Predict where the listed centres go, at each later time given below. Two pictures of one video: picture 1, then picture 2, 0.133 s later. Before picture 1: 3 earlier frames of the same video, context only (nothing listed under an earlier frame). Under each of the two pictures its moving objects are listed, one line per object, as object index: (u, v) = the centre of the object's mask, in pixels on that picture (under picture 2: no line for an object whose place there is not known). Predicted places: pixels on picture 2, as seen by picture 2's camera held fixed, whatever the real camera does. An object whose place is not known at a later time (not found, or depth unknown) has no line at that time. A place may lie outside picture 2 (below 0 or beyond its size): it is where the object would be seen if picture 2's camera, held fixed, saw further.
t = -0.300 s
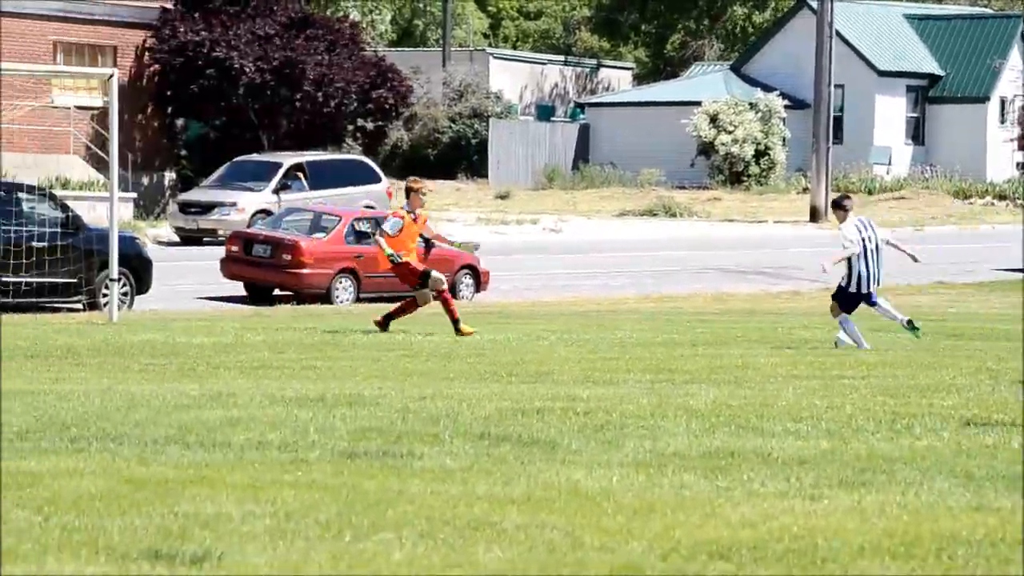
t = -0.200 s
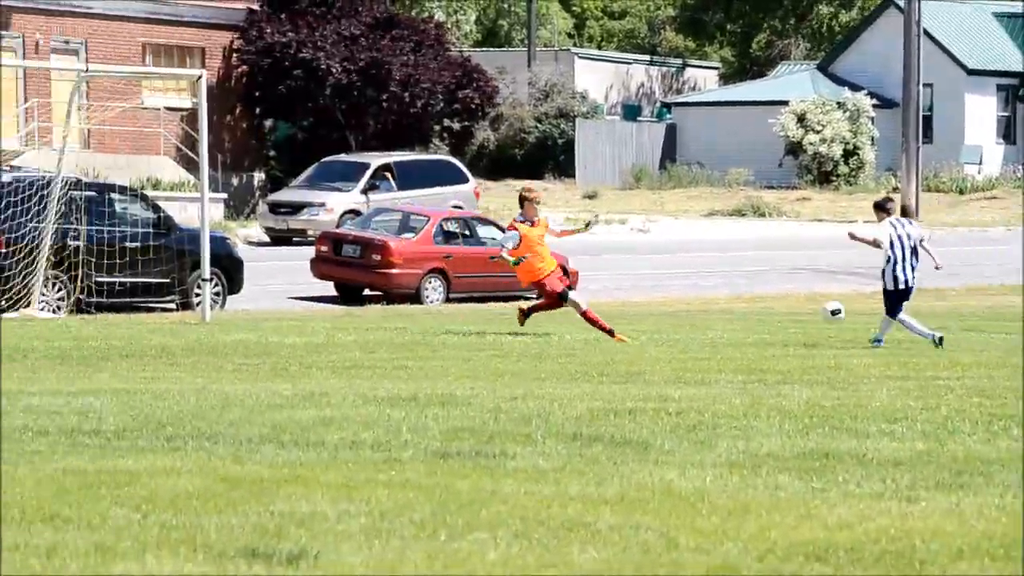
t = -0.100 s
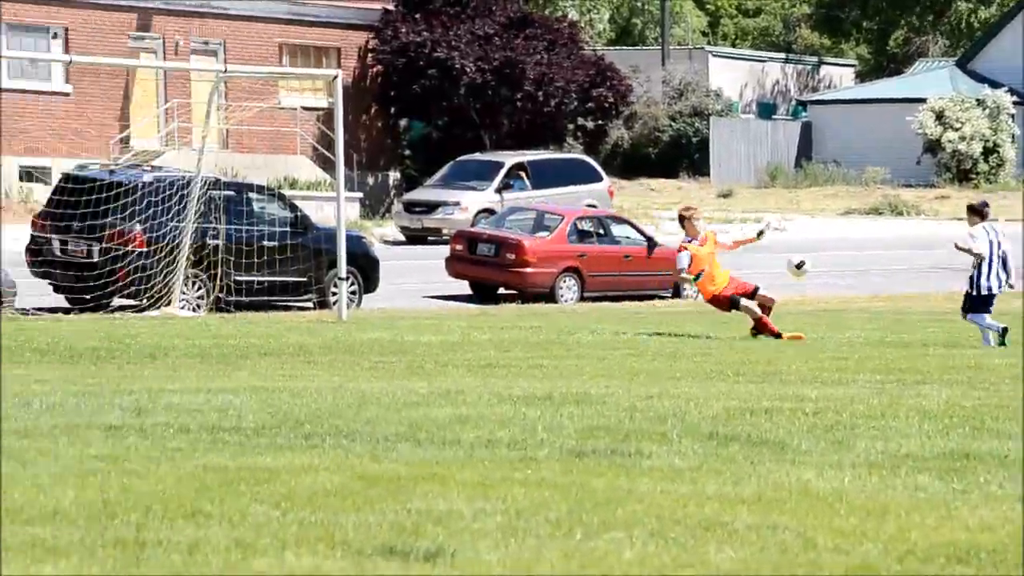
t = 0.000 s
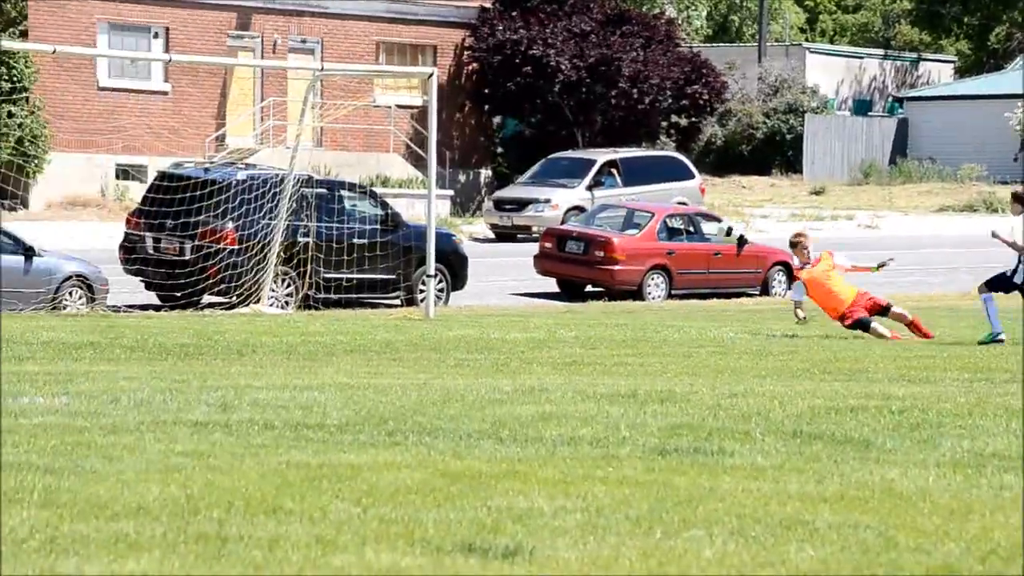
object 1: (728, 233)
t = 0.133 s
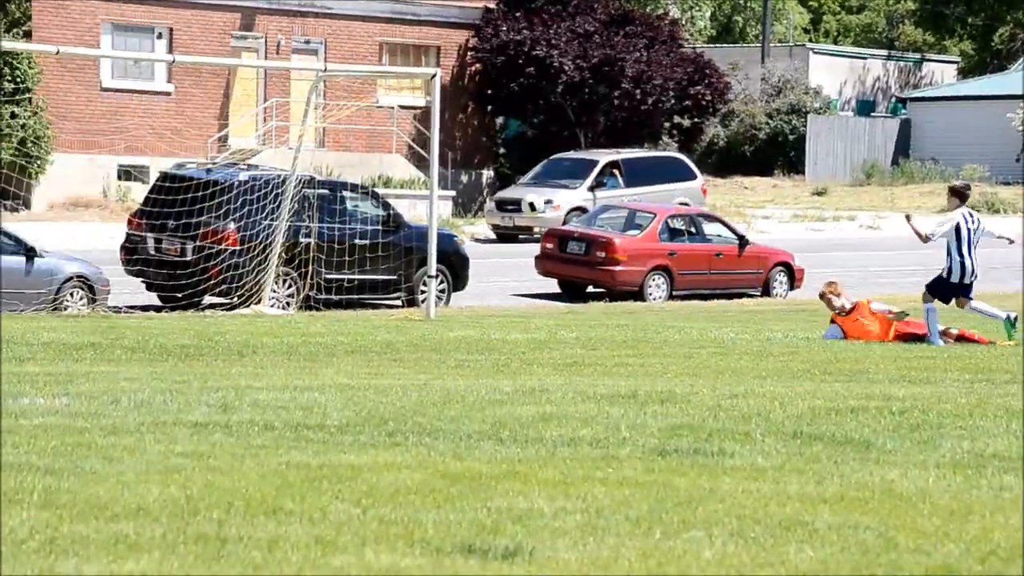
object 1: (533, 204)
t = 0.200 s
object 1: (439, 200)
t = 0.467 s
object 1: (143, 201)
